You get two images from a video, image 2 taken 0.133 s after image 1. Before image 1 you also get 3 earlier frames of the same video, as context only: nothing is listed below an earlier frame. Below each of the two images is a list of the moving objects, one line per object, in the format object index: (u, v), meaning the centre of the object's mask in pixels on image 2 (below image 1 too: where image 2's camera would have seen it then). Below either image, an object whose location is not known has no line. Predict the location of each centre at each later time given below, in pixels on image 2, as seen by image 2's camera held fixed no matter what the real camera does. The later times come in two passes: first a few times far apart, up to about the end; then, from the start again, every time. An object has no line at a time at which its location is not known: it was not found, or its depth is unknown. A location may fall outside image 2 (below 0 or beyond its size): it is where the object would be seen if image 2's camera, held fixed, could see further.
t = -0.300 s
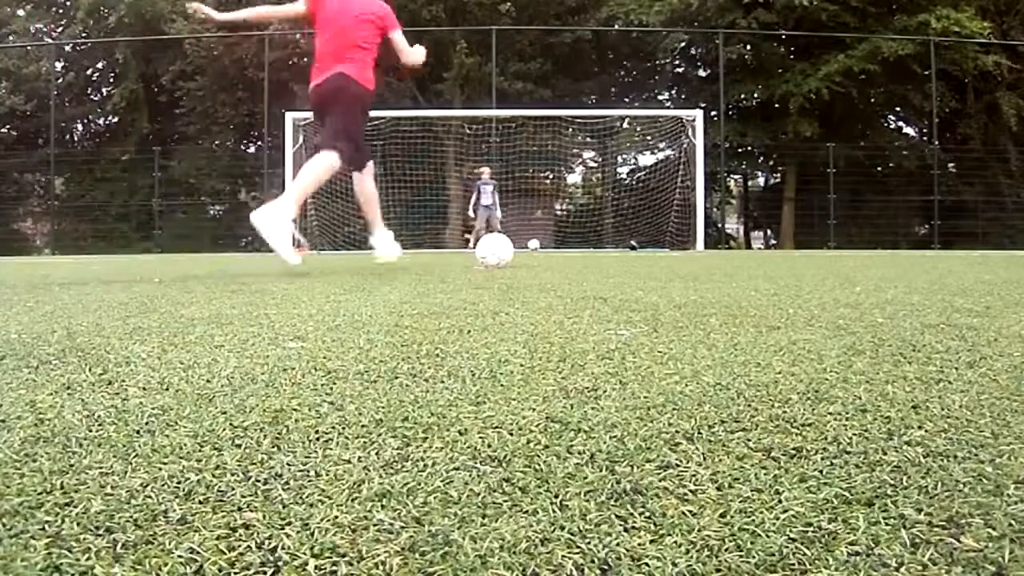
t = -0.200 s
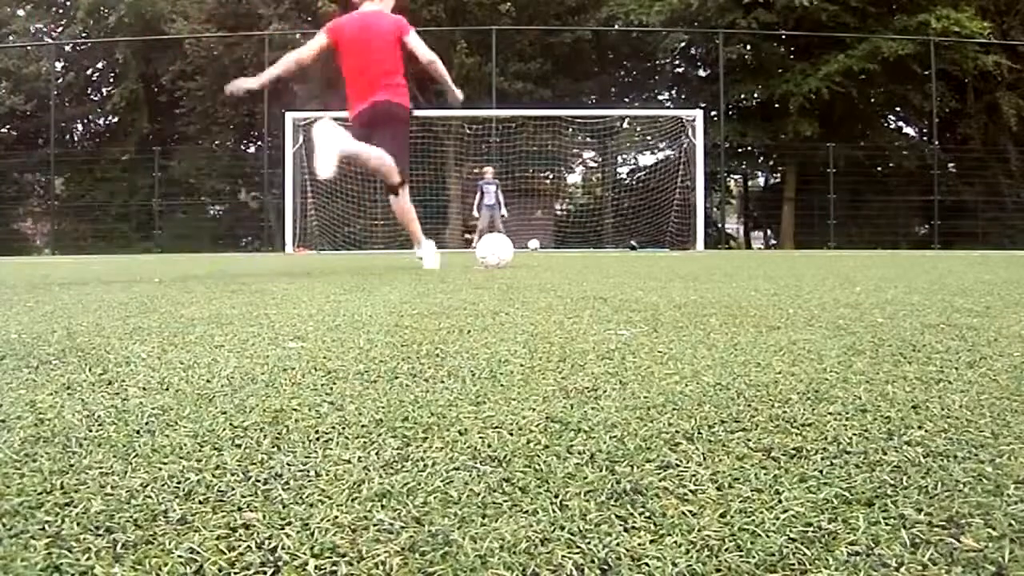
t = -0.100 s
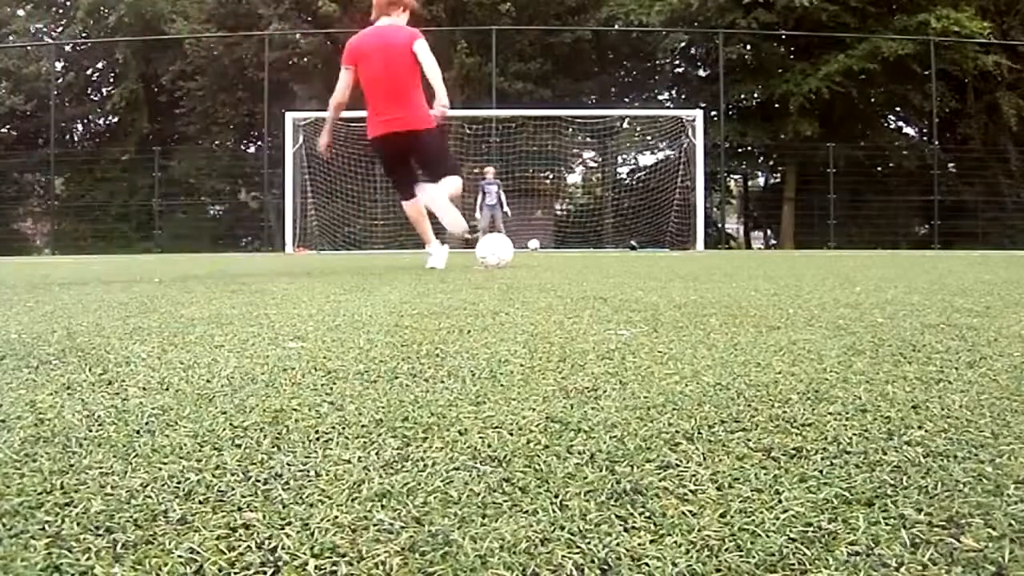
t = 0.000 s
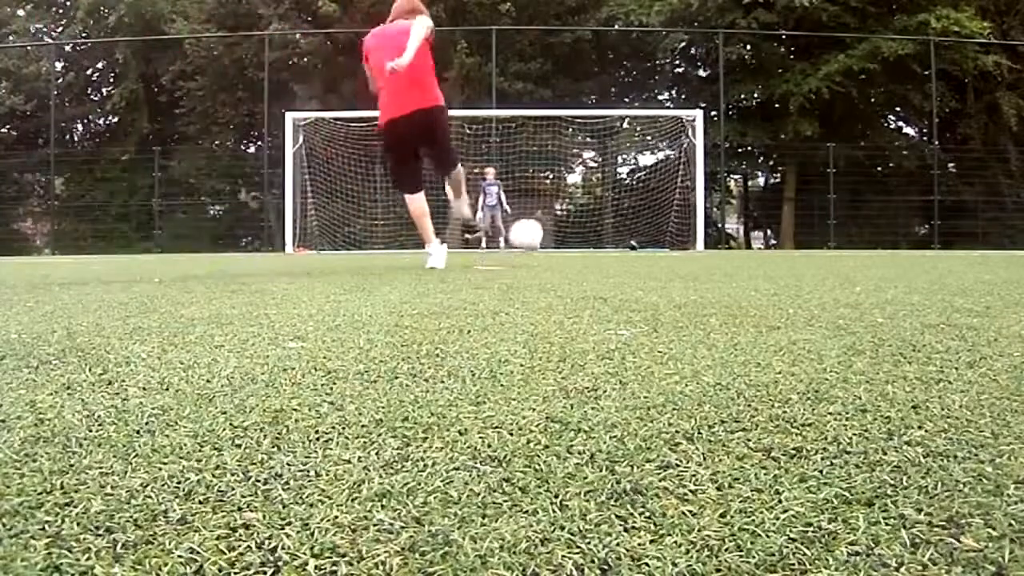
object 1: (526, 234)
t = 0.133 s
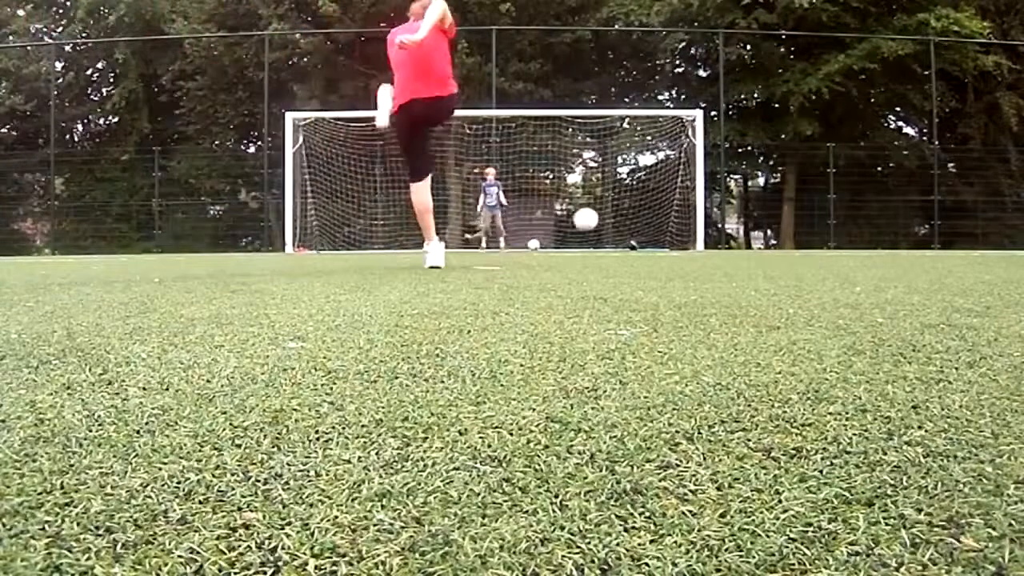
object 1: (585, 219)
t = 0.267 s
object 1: (628, 224)
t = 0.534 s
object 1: (690, 240)
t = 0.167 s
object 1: (597, 219)
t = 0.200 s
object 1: (608, 220)
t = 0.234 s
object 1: (618, 221)
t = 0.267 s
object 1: (628, 224)
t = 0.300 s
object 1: (637, 227)
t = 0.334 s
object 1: (645, 230)
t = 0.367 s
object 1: (654, 234)
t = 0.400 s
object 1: (661, 238)
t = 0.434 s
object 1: (669, 242)
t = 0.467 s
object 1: (677, 244)
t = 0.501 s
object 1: (684, 242)
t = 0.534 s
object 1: (690, 240)
